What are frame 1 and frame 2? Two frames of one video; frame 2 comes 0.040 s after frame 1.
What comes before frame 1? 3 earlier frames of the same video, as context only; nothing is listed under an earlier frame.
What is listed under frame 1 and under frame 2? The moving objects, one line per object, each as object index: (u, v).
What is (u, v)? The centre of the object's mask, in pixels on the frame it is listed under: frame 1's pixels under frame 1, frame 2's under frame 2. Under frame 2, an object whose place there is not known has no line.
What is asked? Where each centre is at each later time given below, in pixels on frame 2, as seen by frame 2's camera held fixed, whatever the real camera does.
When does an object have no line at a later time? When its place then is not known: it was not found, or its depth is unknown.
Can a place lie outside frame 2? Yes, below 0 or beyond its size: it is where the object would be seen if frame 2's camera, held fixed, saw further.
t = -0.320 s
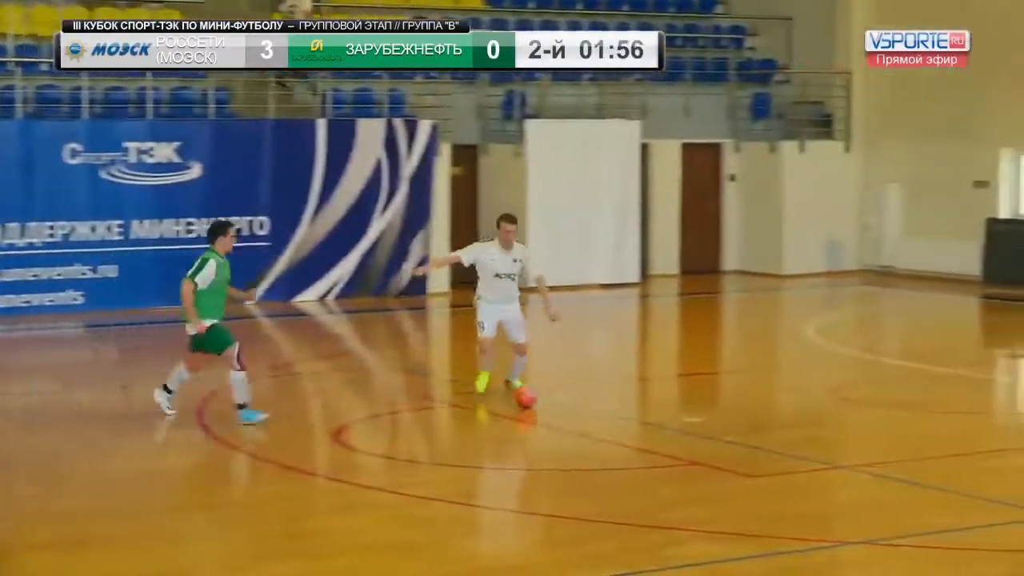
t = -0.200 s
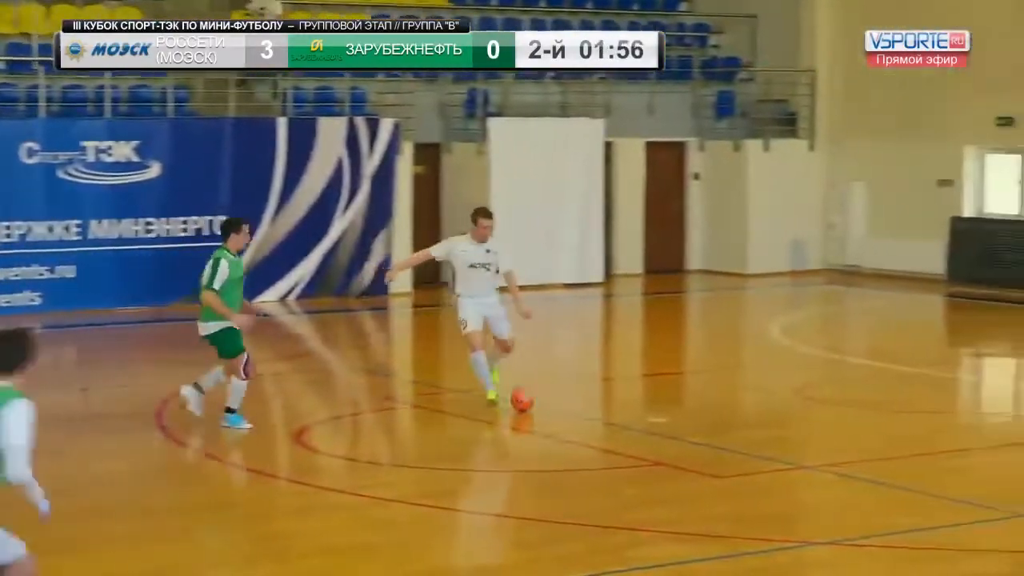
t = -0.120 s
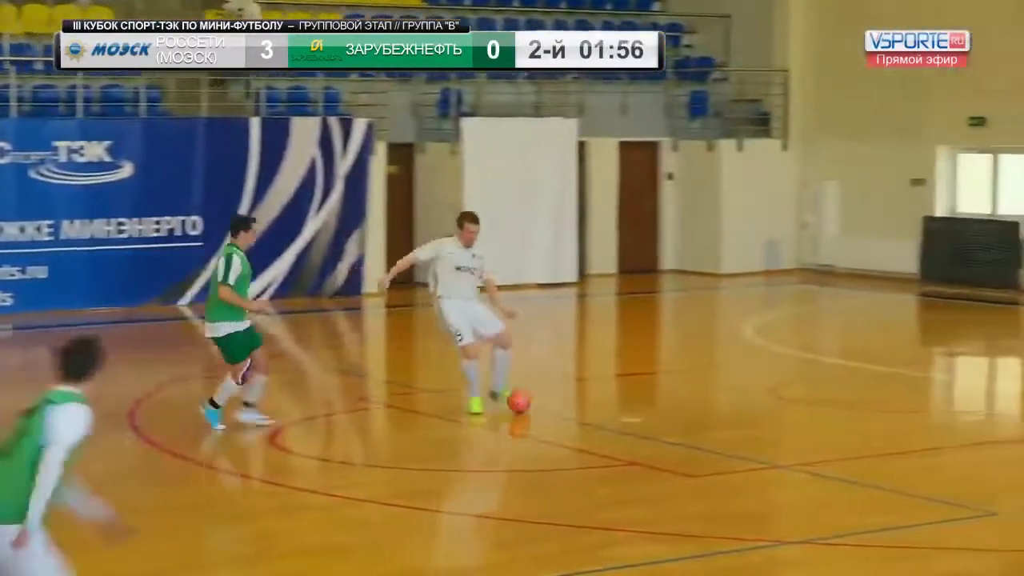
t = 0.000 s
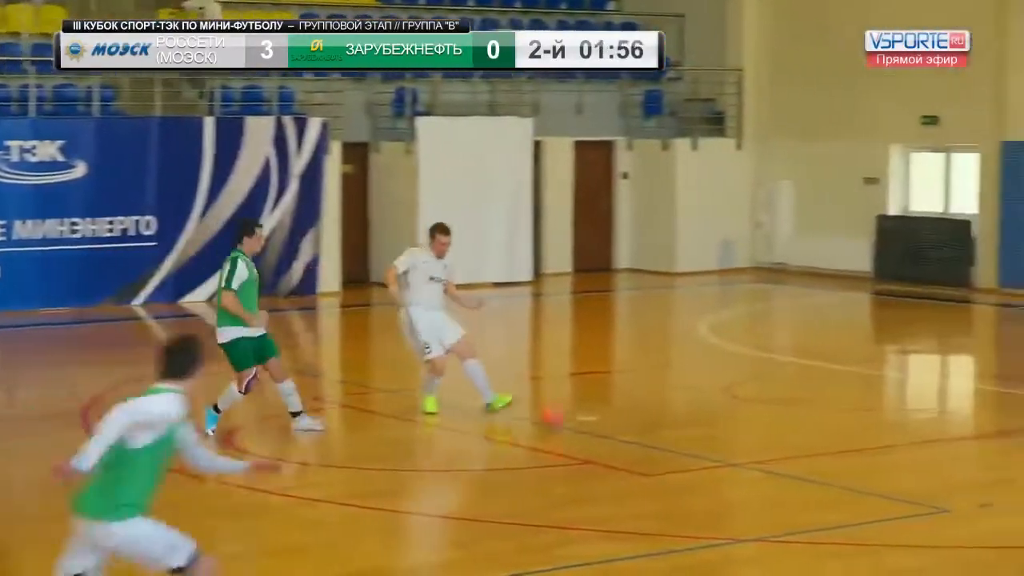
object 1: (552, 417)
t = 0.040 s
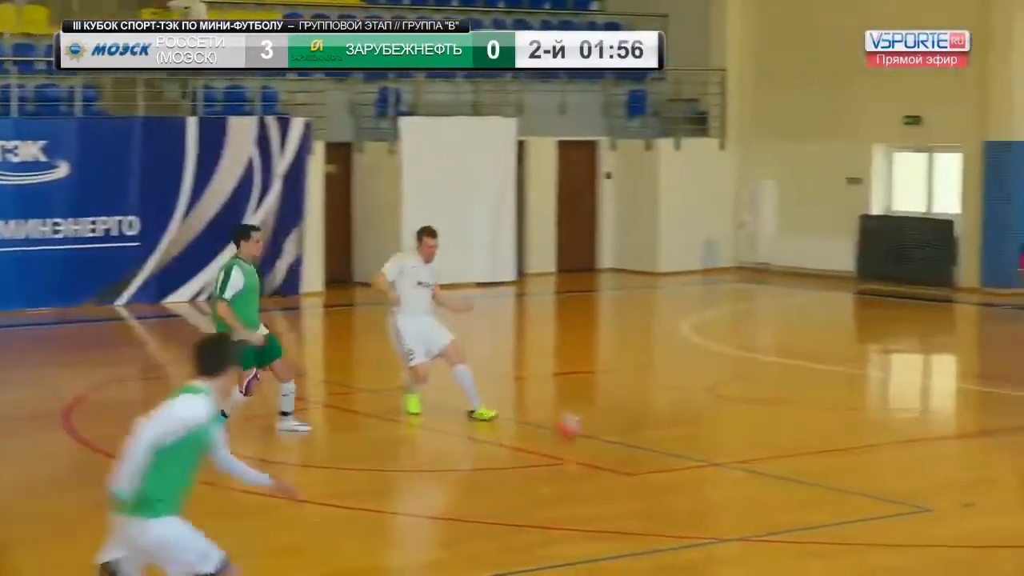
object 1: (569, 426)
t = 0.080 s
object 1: (606, 436)
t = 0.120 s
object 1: (639, 444)
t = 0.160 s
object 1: (678, 453)
